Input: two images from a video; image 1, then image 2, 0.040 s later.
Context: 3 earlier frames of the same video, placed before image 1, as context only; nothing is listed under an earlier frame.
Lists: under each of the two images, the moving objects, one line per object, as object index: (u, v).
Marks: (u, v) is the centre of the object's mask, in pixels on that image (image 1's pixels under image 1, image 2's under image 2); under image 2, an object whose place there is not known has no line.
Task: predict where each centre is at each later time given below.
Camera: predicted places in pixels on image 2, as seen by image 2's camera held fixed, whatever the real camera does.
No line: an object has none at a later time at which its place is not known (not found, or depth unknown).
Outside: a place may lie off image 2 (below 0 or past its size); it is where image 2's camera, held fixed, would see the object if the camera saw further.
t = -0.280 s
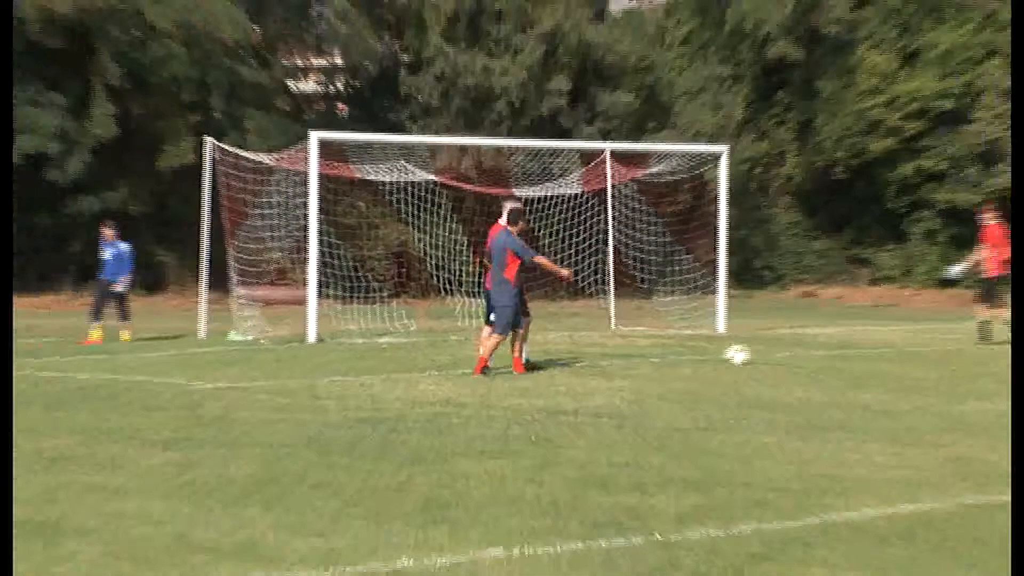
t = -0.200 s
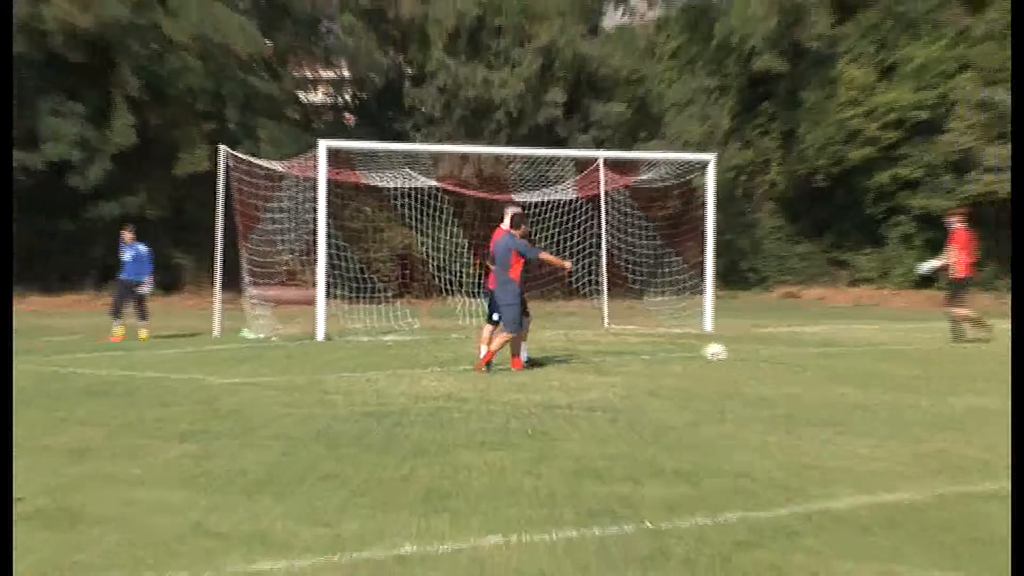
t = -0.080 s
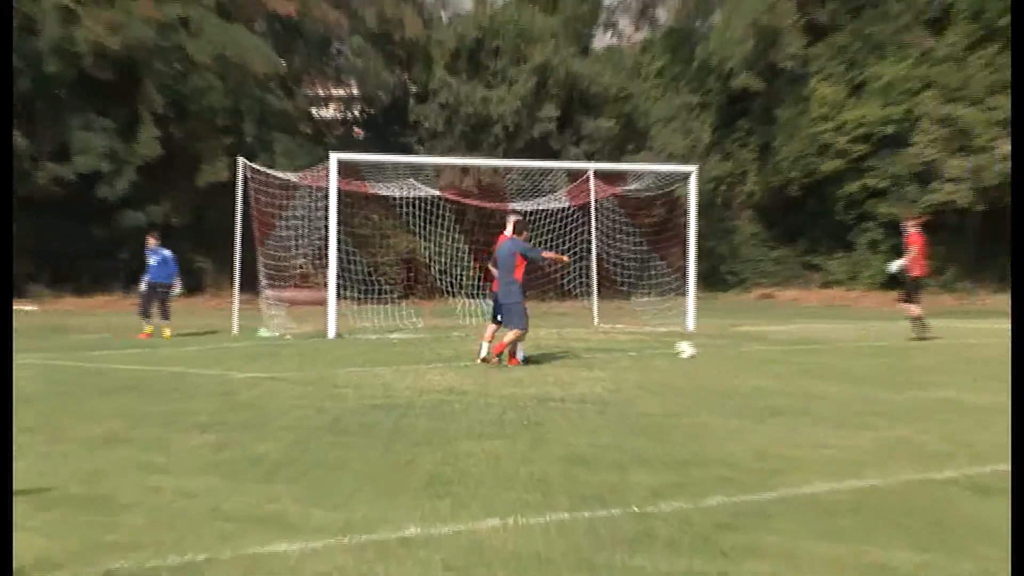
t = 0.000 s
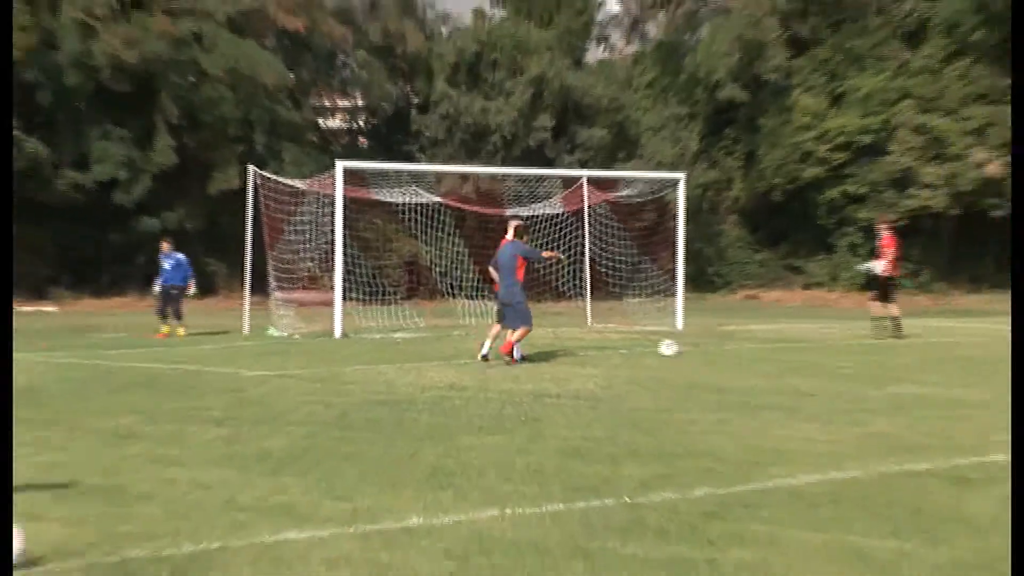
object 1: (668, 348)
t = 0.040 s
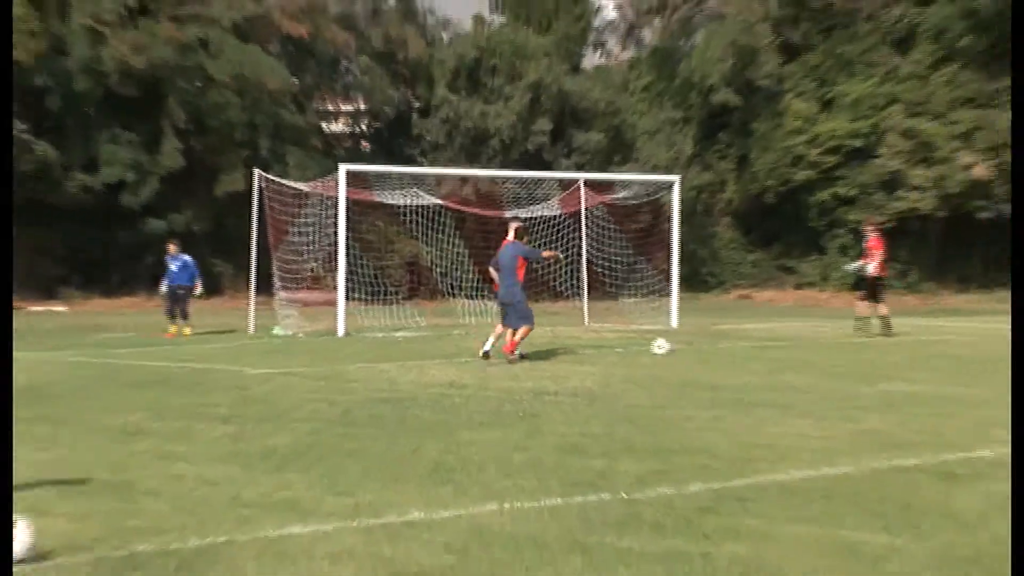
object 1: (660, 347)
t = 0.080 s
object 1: (655, 347)
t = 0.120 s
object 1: (650, 346)
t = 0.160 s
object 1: (644, 347)
